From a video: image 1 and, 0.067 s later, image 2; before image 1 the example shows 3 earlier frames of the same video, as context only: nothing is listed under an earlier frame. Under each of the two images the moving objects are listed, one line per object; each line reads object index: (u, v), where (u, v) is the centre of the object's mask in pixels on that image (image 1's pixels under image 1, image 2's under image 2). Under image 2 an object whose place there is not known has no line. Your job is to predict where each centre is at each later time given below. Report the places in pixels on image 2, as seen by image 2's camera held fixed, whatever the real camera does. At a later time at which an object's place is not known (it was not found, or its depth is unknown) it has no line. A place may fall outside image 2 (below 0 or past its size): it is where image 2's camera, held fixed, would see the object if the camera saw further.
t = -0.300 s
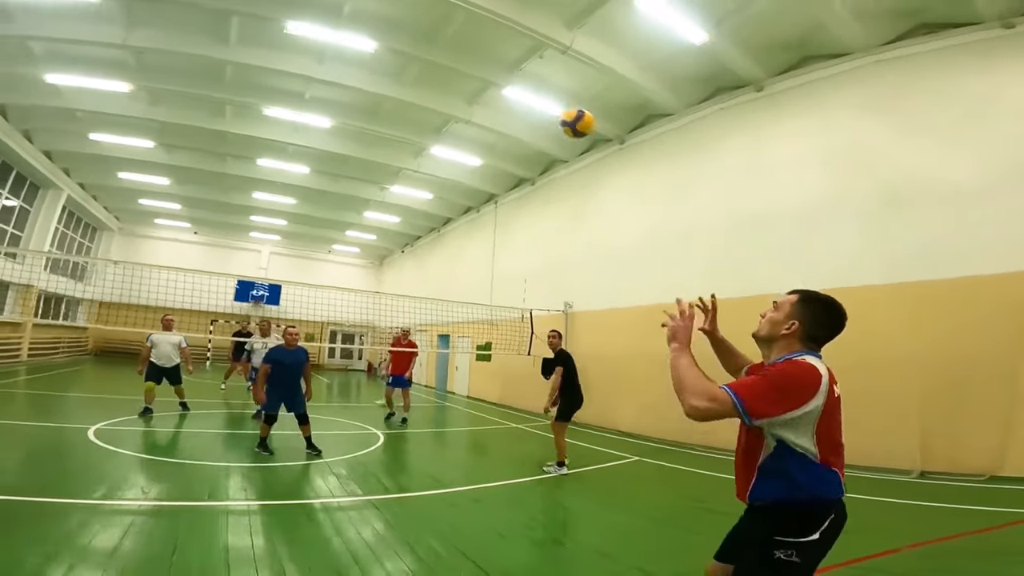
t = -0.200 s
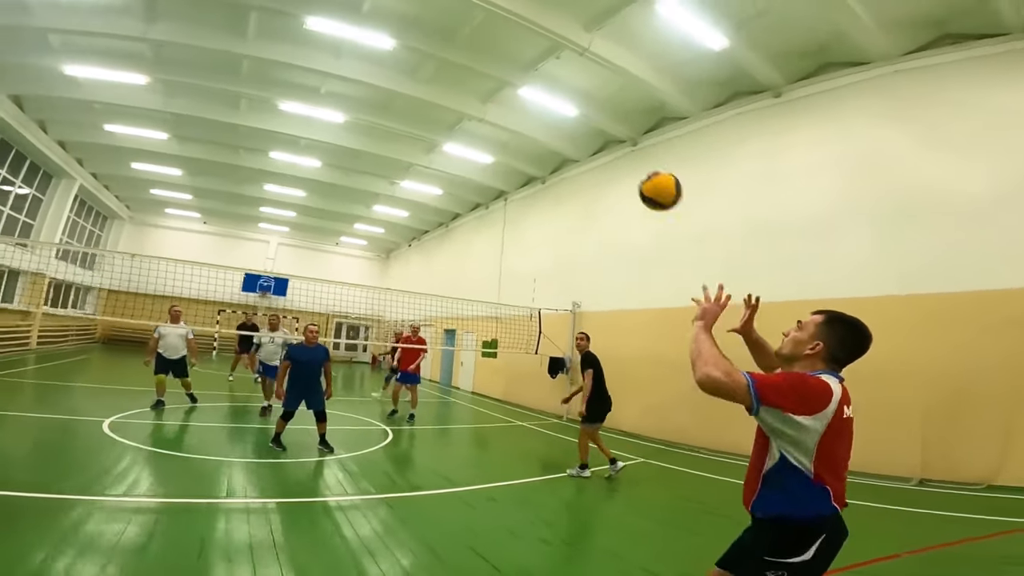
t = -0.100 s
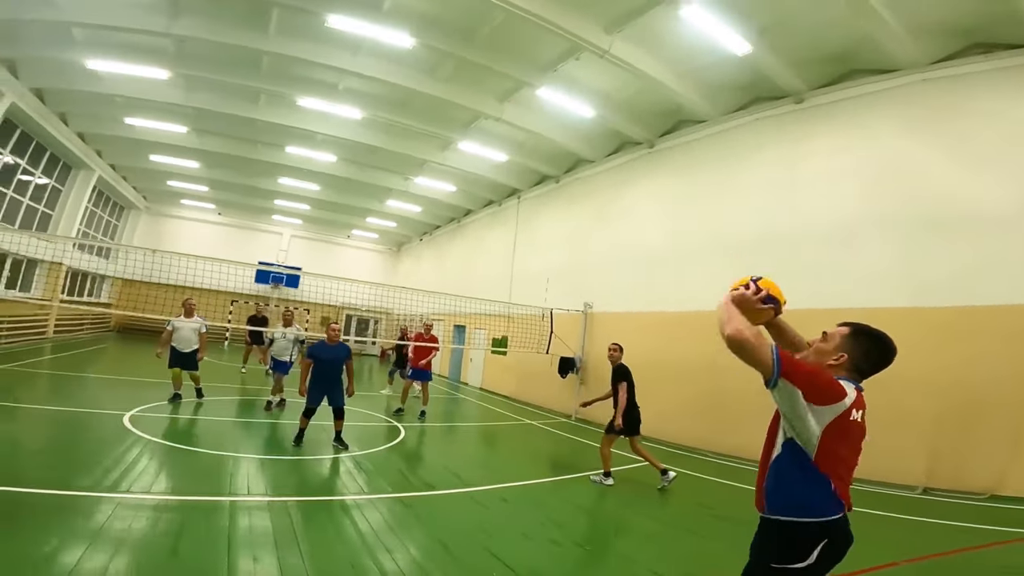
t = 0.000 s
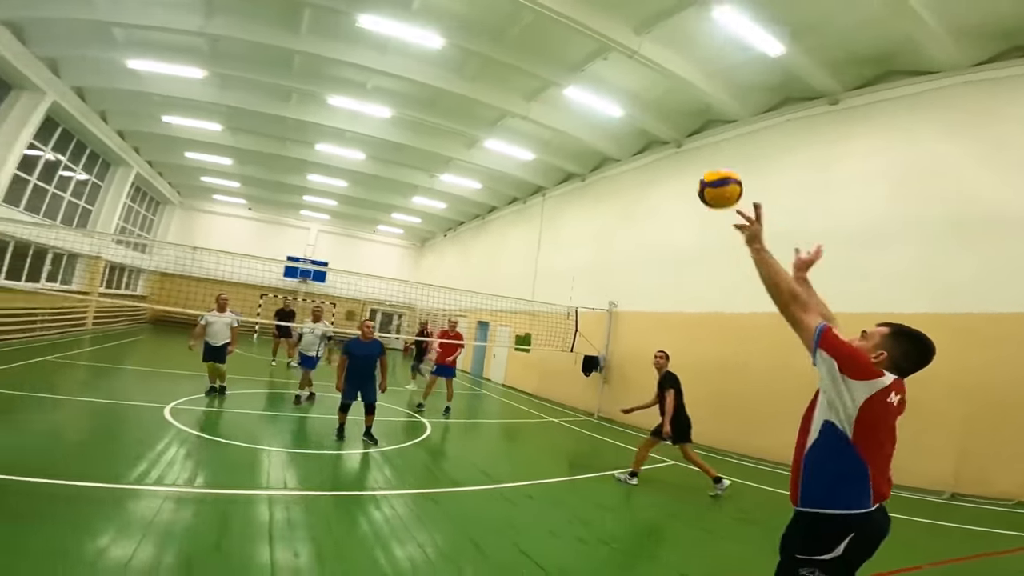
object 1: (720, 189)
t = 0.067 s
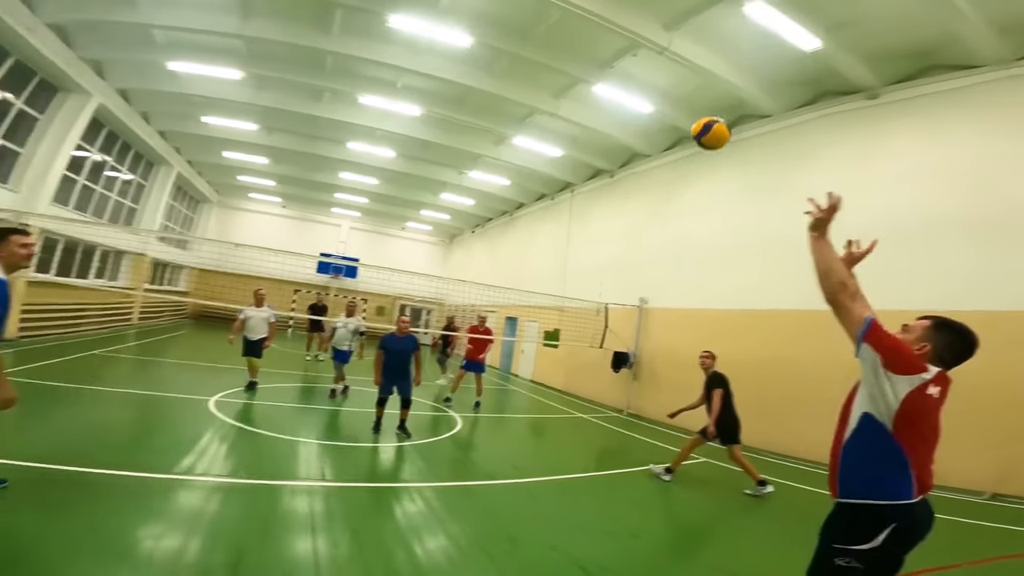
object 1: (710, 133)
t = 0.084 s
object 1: (701, 123)
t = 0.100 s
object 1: (692, 113)
